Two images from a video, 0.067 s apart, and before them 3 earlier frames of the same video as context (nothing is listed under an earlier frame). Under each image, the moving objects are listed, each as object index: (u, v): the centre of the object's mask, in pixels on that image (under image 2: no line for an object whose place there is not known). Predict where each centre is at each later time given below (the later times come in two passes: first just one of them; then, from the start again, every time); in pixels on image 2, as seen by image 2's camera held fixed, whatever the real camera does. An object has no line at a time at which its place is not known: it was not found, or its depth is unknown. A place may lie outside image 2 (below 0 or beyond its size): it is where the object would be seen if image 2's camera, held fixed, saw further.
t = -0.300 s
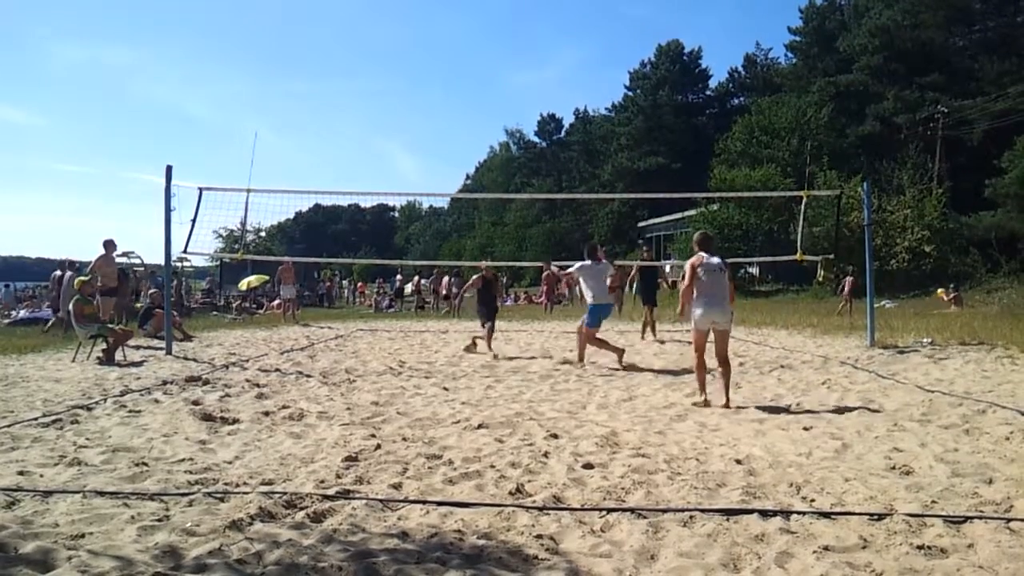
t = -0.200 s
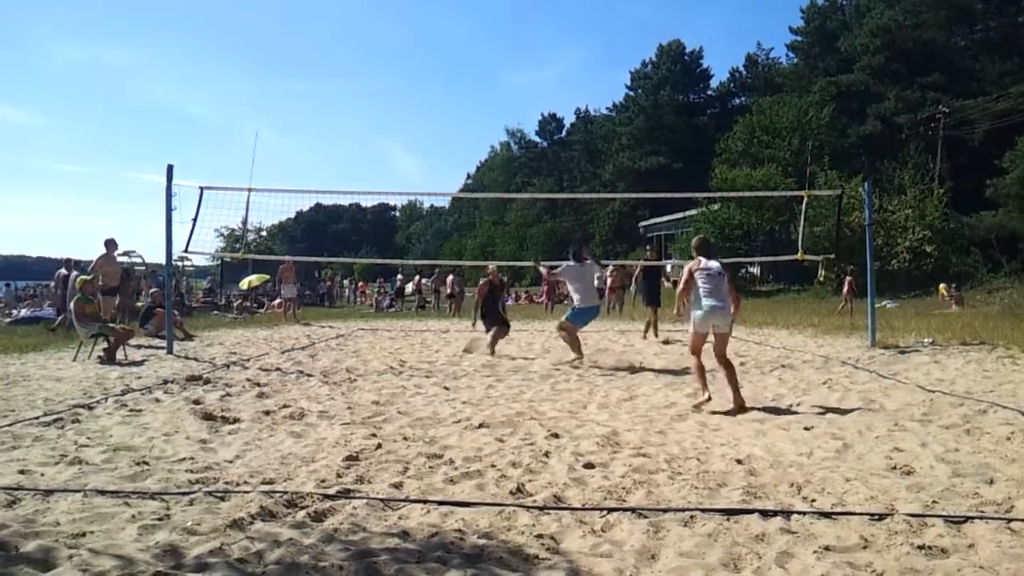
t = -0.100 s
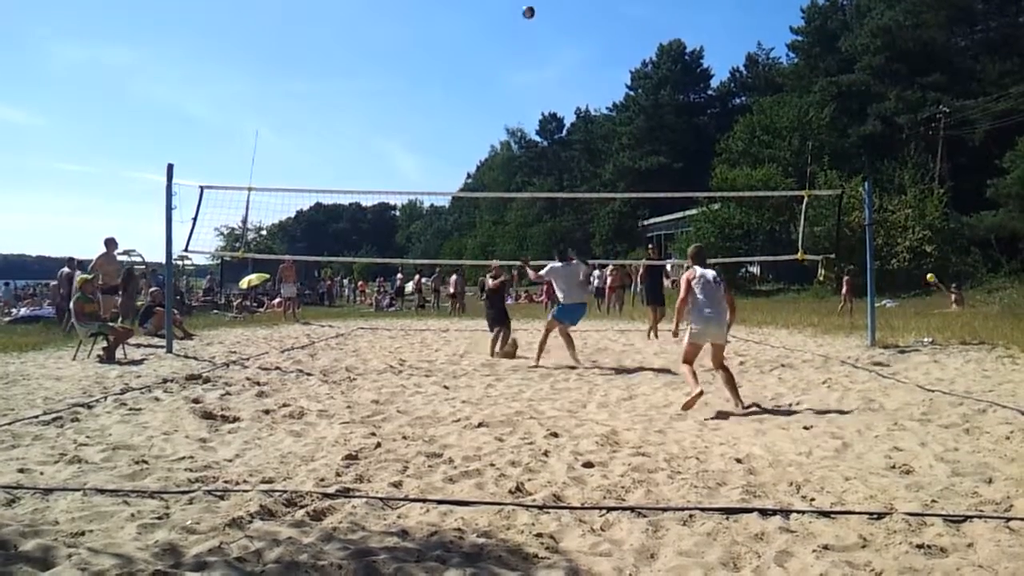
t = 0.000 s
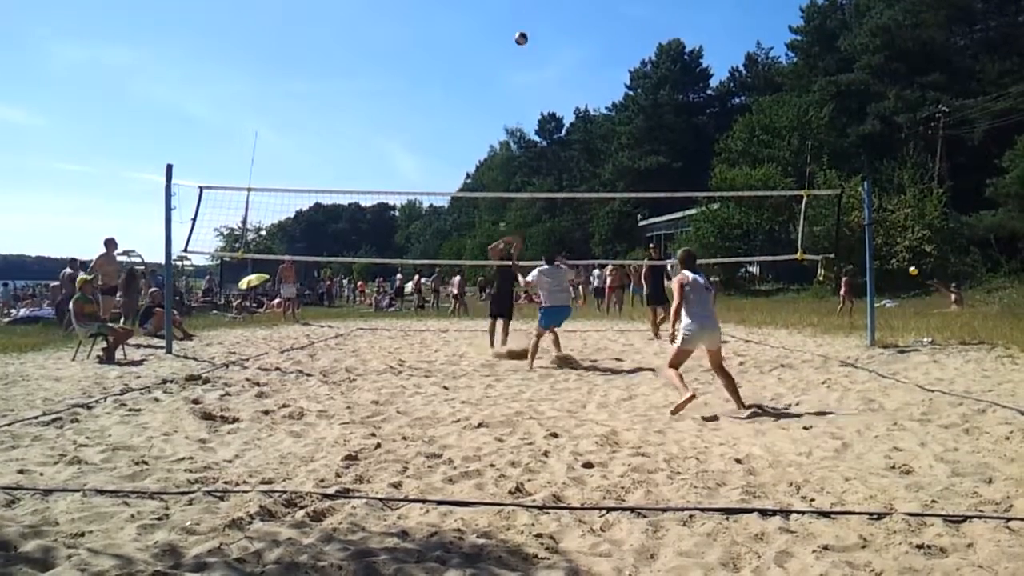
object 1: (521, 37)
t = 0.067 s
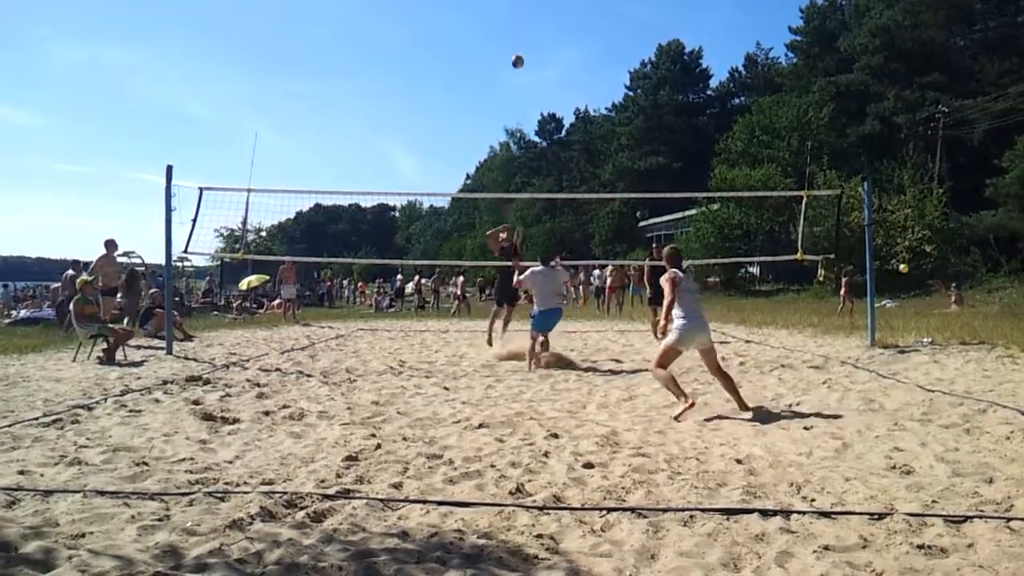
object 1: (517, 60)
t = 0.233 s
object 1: (506, 126)
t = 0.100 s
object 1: (515, 73)
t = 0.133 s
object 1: (513, 85)
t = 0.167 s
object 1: (511, 98)
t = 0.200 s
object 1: (509, 113)
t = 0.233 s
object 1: (506, 126)
